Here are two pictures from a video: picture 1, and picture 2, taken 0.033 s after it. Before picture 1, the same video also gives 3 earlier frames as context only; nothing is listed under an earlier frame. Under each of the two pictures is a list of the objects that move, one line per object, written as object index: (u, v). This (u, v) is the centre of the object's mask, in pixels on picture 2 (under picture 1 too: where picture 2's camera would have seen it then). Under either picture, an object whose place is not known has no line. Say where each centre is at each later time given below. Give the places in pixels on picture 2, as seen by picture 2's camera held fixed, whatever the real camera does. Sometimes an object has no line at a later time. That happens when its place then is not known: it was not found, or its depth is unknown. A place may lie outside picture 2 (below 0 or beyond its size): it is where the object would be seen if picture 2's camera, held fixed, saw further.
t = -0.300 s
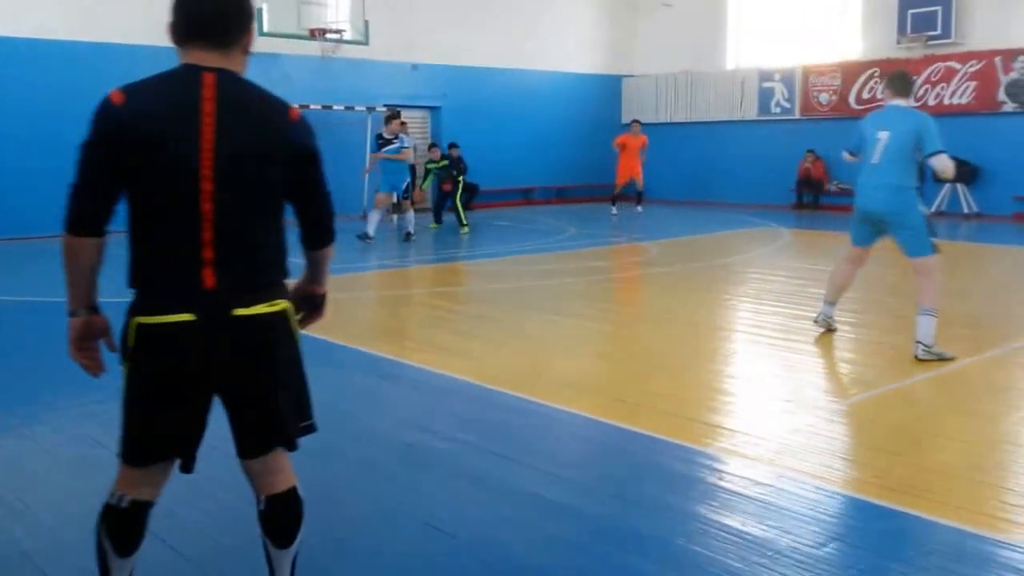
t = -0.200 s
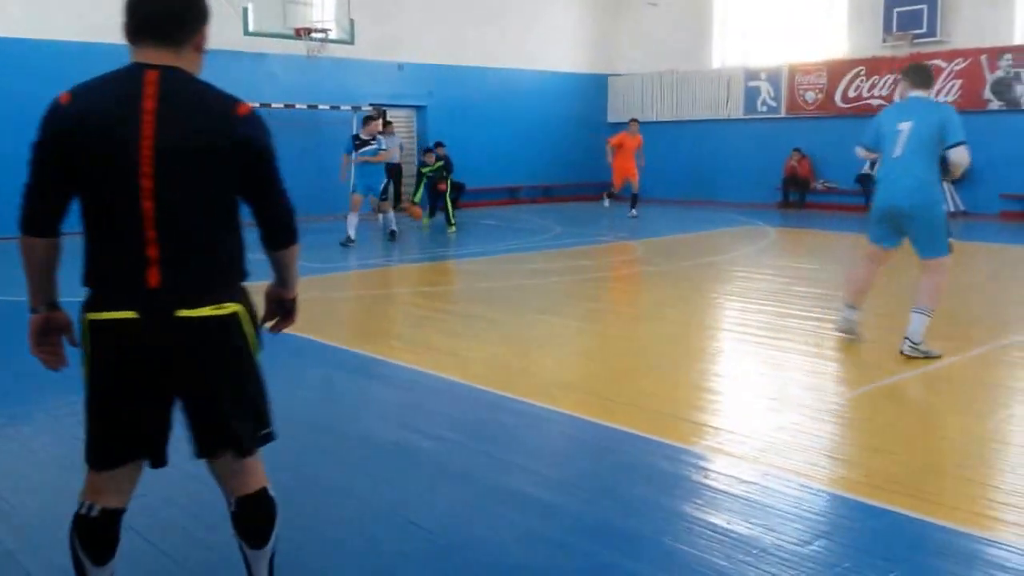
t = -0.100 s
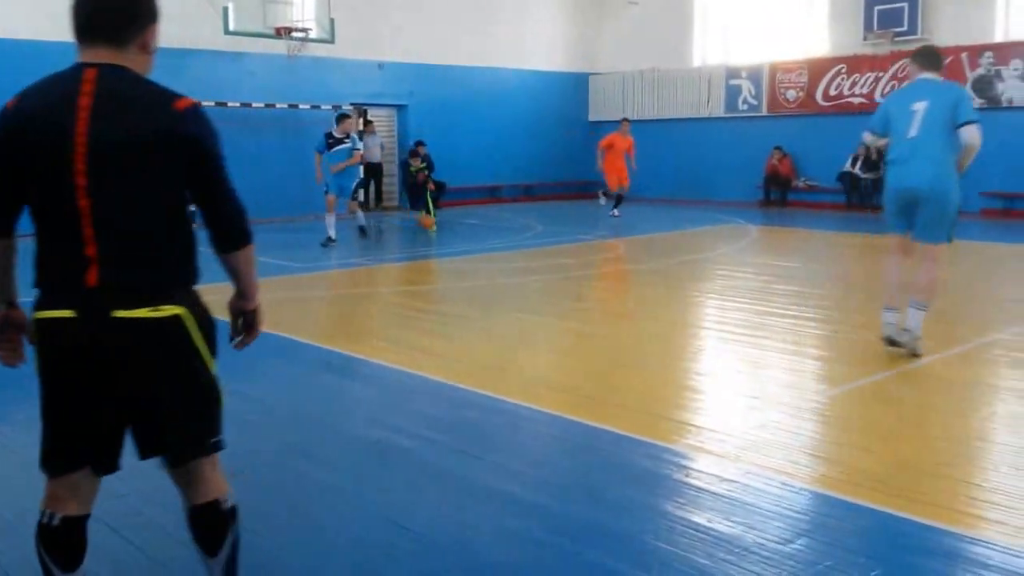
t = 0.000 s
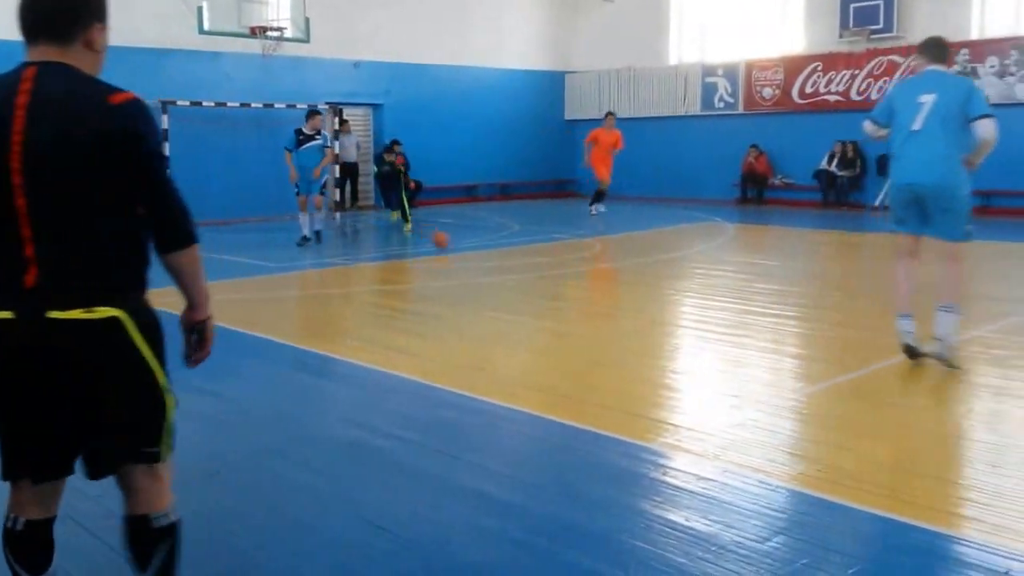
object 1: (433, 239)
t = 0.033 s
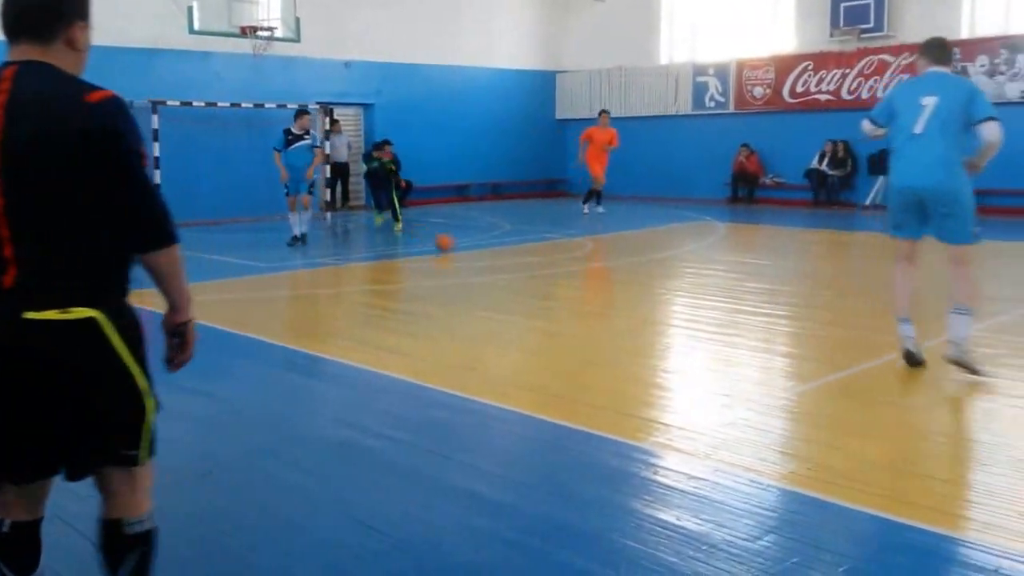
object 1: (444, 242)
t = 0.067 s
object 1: (455, 242)
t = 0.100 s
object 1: (465, 245)
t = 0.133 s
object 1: (477, 247)
